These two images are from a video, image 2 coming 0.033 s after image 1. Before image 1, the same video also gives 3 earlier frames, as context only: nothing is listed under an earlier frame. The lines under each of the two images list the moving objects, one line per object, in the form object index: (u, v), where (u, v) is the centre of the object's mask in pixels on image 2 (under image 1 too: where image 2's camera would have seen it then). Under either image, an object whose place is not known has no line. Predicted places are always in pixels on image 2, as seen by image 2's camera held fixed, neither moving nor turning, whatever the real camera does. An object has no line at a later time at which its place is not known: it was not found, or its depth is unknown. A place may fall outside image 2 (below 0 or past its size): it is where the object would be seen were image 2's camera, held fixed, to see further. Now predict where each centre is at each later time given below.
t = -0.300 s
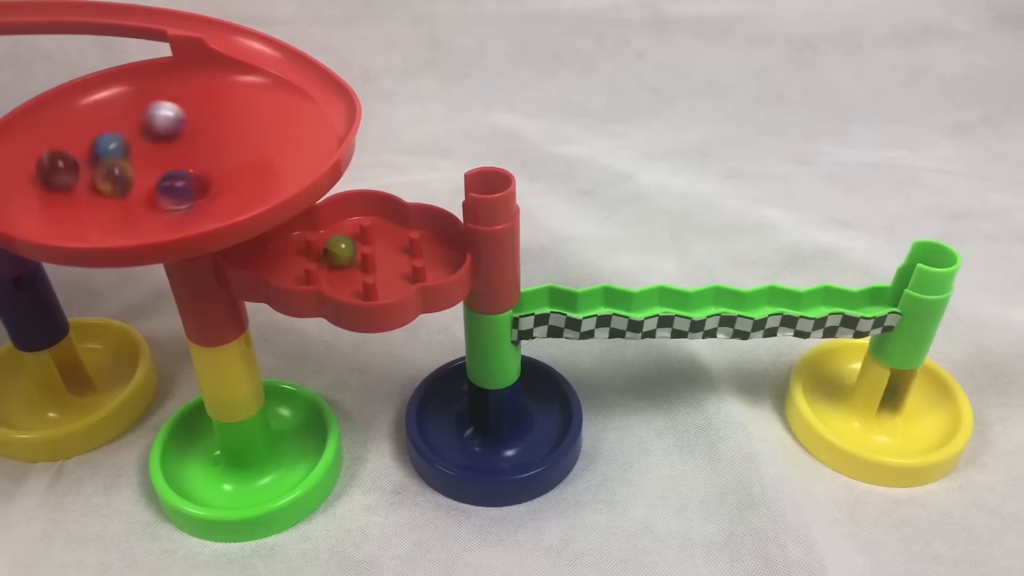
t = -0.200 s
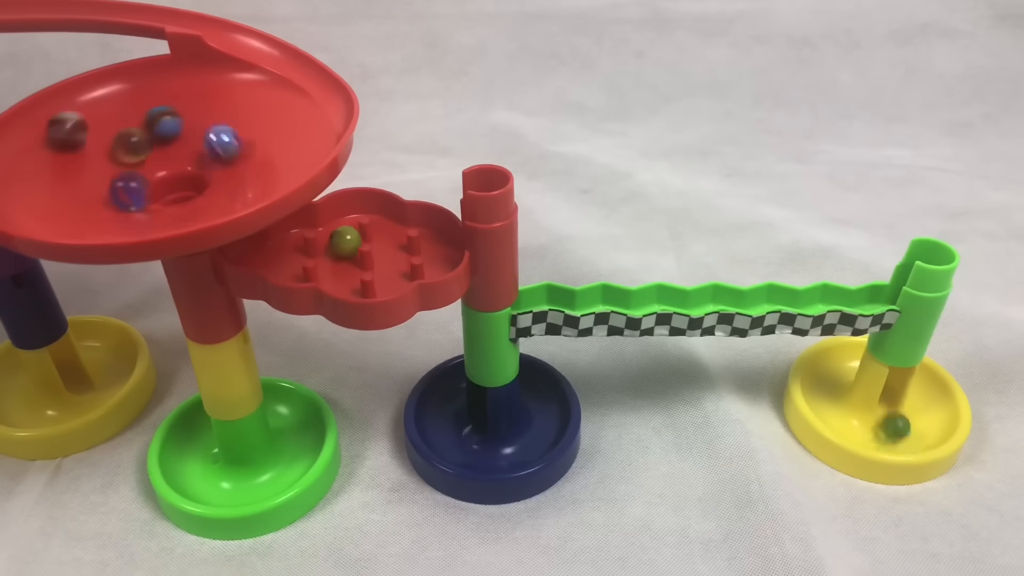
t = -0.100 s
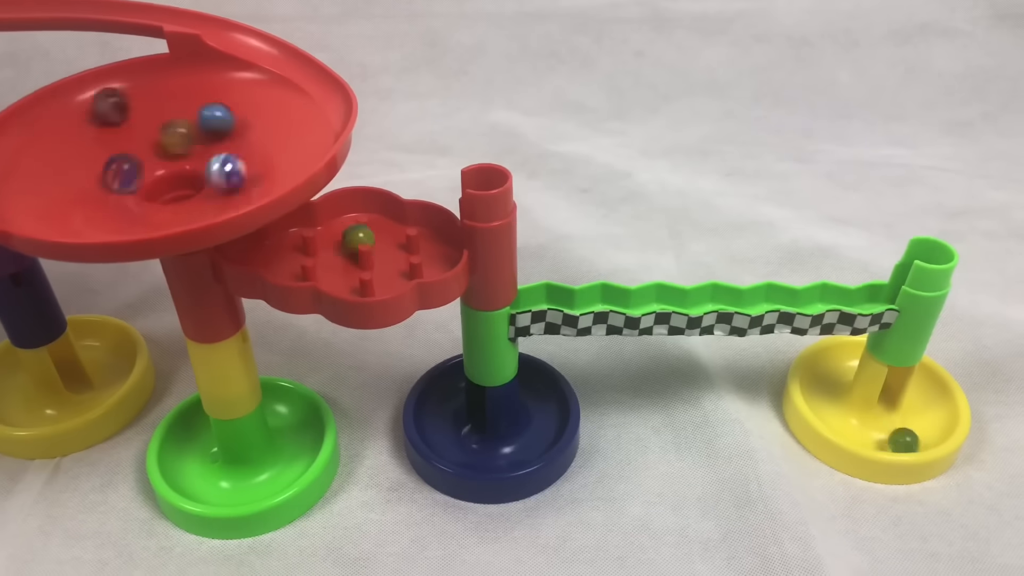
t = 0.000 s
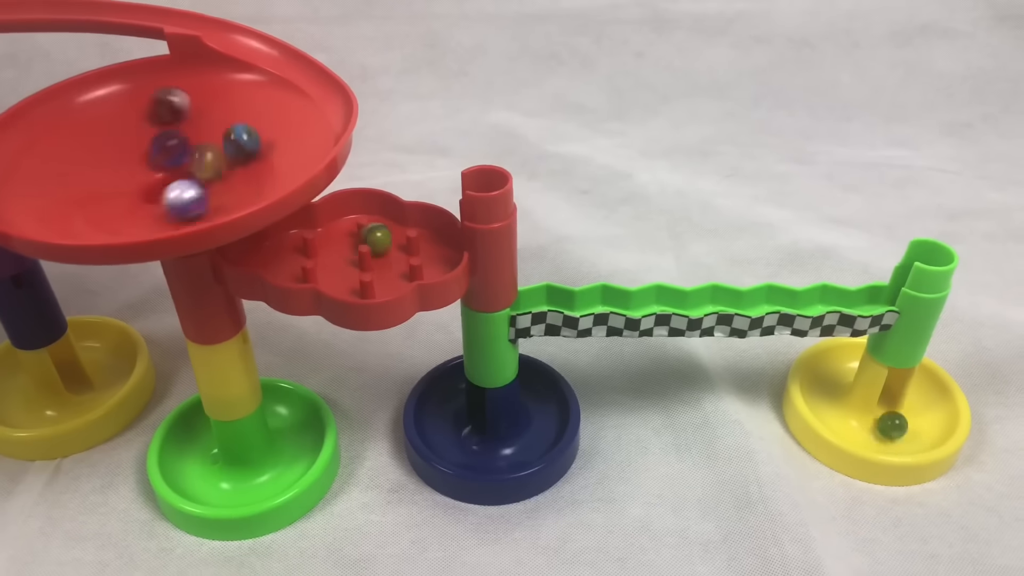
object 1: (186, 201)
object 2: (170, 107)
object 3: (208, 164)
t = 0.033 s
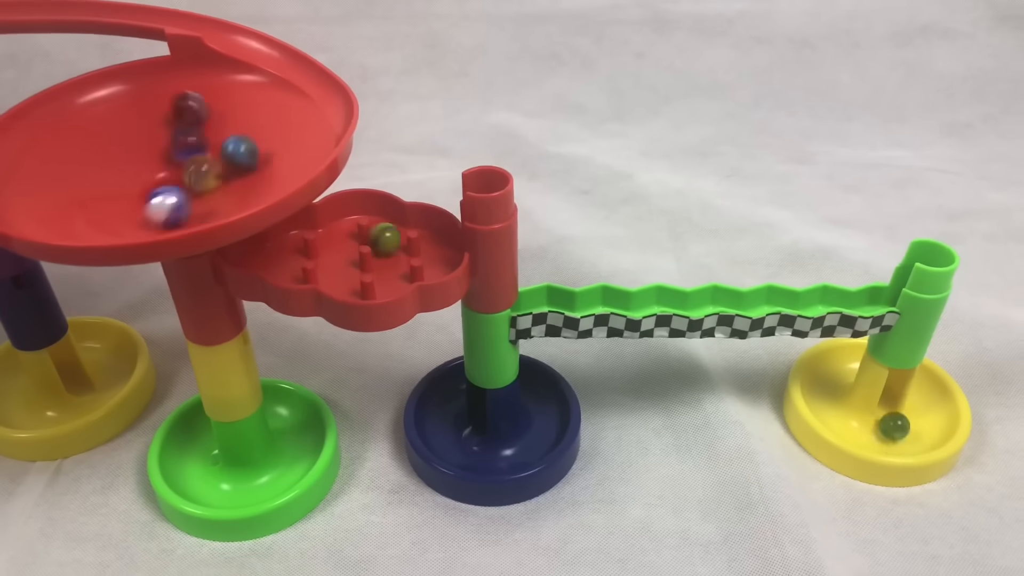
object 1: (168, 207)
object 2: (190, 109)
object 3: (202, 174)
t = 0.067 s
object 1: (149, 210)
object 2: (209, 114)
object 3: (189, 183)
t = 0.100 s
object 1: (131, 210)
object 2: (224, 120)
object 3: (172, 190)
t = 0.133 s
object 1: (114, 209)
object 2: (237, 128)
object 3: (154, 191)
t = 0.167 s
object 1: (100, 204)
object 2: (243, 137)
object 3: (135, 191)
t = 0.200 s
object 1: (90, 198)
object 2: (244, 148)
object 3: (119, 183)
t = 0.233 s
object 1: (79, 189)
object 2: (239, 161)
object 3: (114, 171)
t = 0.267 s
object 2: (226, 172)
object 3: (119, 165)
